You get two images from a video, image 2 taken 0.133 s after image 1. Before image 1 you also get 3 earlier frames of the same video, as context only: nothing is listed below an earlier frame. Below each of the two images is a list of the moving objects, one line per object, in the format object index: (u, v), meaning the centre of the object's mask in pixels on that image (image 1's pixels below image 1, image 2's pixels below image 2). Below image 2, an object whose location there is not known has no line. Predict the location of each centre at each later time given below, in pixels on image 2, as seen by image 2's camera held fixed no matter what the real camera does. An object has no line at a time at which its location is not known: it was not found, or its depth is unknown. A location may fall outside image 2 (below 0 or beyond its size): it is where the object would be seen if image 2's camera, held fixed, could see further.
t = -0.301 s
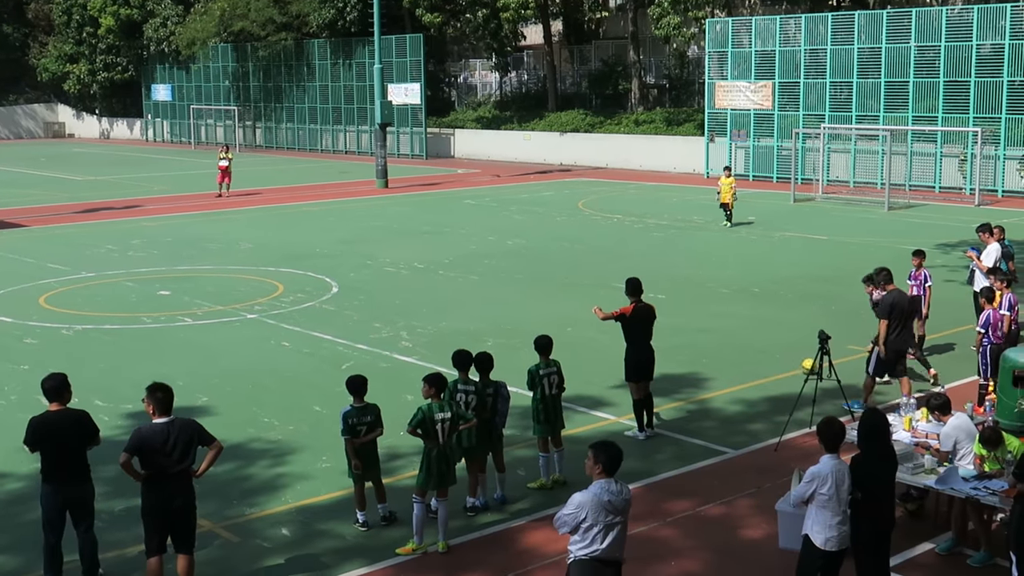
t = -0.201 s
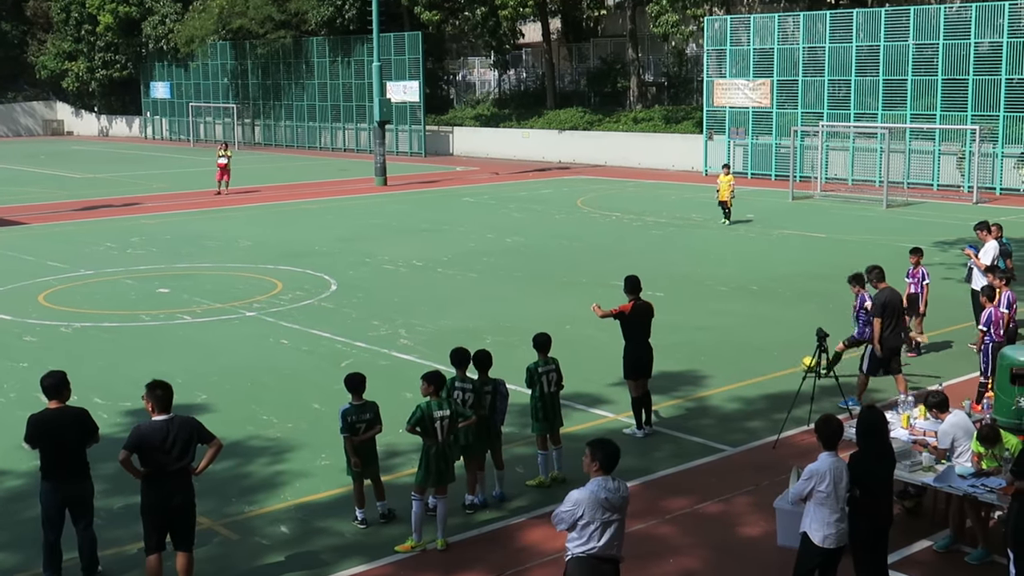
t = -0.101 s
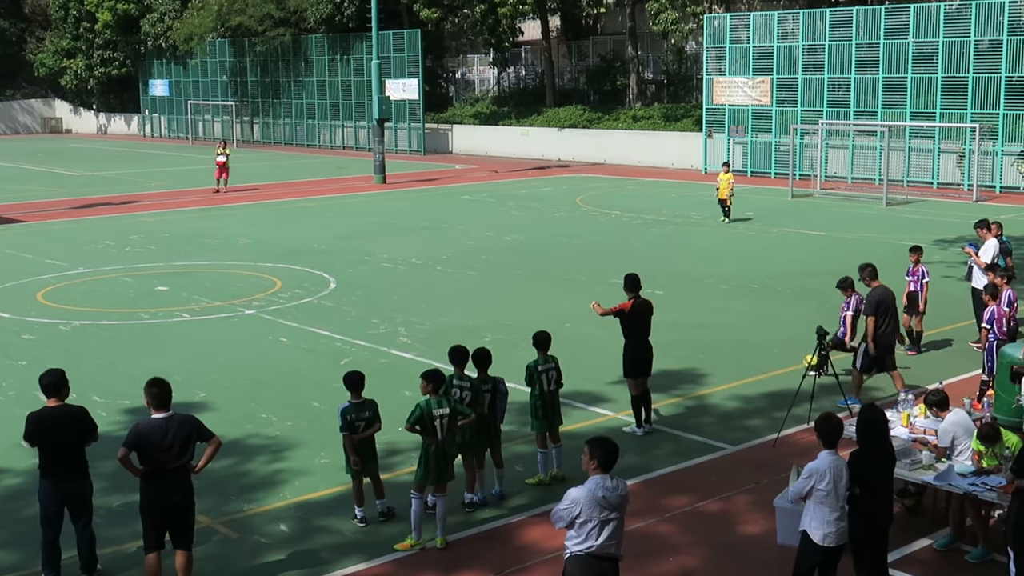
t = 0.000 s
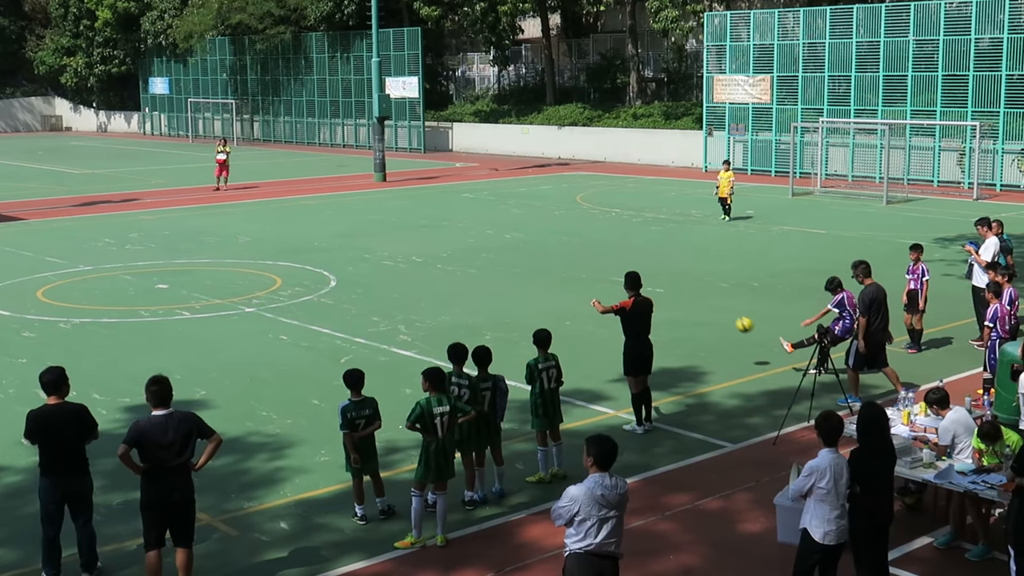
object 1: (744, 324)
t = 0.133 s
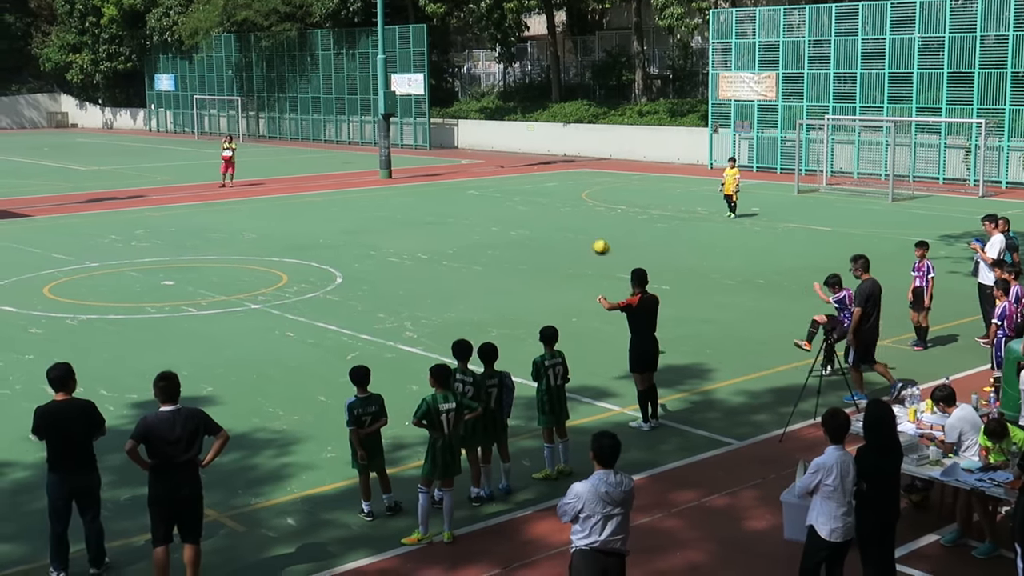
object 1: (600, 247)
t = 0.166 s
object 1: (566, 231)
